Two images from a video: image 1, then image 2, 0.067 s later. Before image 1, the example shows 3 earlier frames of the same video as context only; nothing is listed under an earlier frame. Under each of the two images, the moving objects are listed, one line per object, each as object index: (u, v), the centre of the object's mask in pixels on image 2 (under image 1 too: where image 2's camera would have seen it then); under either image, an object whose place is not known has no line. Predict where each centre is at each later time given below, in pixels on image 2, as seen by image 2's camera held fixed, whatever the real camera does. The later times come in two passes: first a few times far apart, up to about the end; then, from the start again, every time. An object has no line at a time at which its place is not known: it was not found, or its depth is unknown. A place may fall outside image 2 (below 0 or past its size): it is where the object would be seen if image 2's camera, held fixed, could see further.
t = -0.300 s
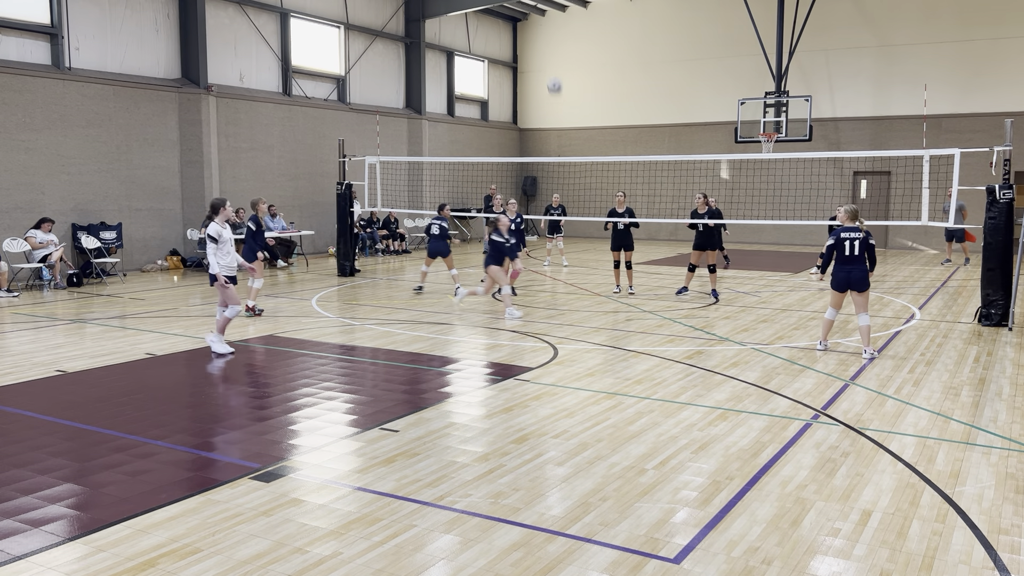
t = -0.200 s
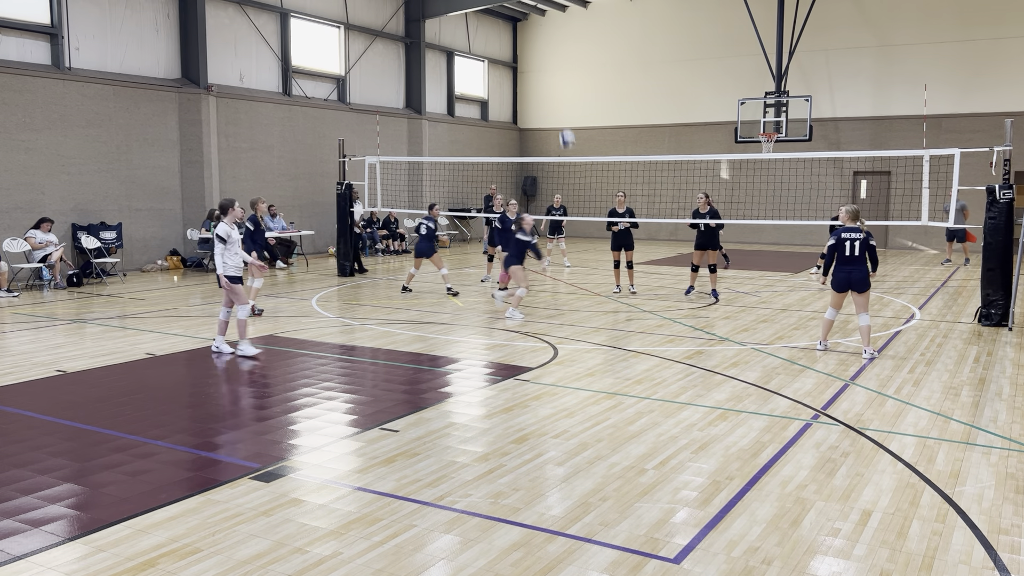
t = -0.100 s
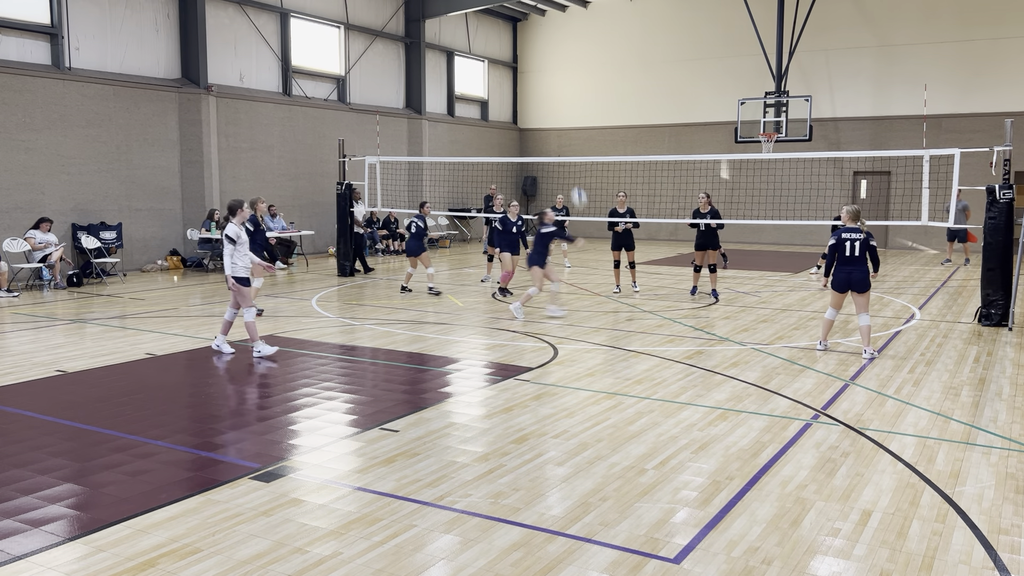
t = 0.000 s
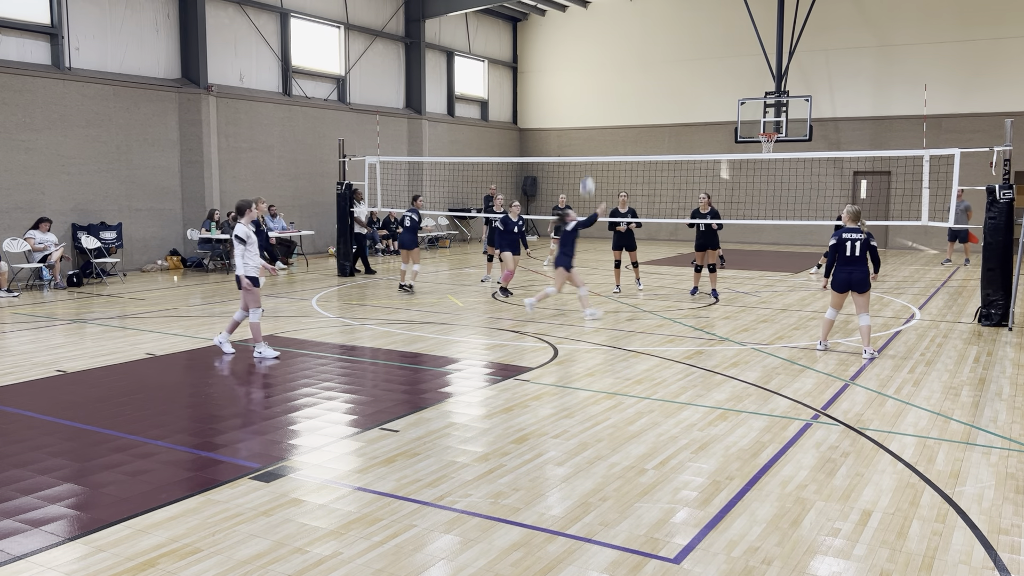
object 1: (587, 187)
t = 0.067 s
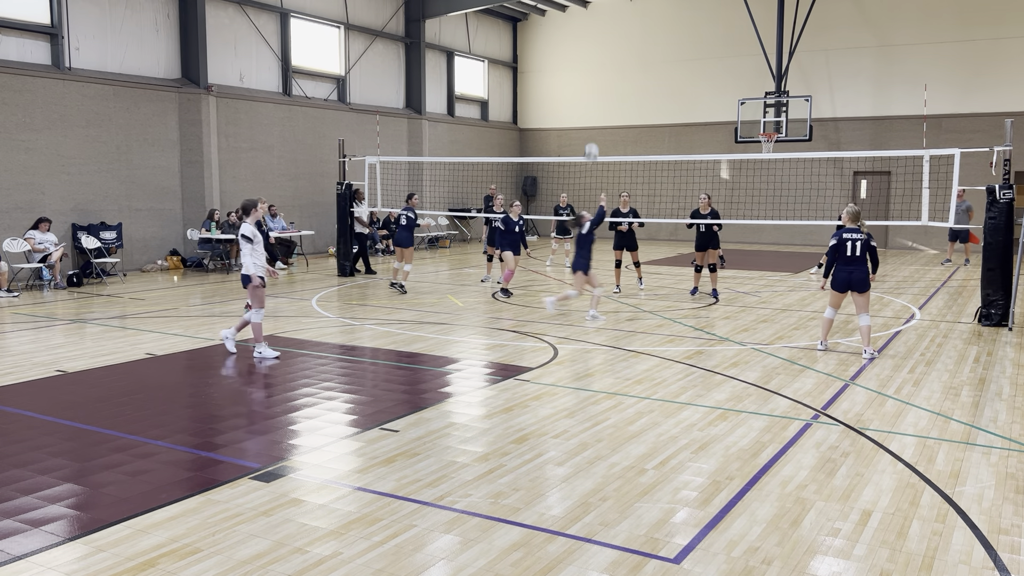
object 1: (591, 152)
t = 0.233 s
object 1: (600, 84)
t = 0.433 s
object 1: (608, 33)
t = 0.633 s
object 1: (615, 15)
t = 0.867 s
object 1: (621, 27)
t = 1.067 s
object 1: (626, 64)
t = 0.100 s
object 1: (593, 136)
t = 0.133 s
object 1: (595, 122)
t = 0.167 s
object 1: (596, 108)
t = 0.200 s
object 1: (598, 96)
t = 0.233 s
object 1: (600, 84)
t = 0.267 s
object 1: (601, 73)
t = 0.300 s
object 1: (602, 63)
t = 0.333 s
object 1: (604, 55)
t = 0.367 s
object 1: (605, 47)
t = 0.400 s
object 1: (607, 40)
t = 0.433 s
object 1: (608, 33)
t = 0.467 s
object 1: (609, 28)
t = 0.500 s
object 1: (610, 24)
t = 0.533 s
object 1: (611, 21)
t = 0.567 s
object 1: (612, 18)
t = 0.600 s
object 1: (614, 16)
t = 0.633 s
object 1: (615, 15)
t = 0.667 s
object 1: (615, 14)
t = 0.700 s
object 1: (616, 15)
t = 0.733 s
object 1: (617, 16)
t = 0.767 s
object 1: (618, 17)
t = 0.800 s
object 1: (620, 20)
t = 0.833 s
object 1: (620, 23)
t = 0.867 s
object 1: (621, 27)
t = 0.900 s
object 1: (622, 32)
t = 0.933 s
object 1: (622, 37)
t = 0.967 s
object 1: (623, 43)
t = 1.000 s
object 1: (624, 49)
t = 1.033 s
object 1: (625, 57)
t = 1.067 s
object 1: (626, 64)
